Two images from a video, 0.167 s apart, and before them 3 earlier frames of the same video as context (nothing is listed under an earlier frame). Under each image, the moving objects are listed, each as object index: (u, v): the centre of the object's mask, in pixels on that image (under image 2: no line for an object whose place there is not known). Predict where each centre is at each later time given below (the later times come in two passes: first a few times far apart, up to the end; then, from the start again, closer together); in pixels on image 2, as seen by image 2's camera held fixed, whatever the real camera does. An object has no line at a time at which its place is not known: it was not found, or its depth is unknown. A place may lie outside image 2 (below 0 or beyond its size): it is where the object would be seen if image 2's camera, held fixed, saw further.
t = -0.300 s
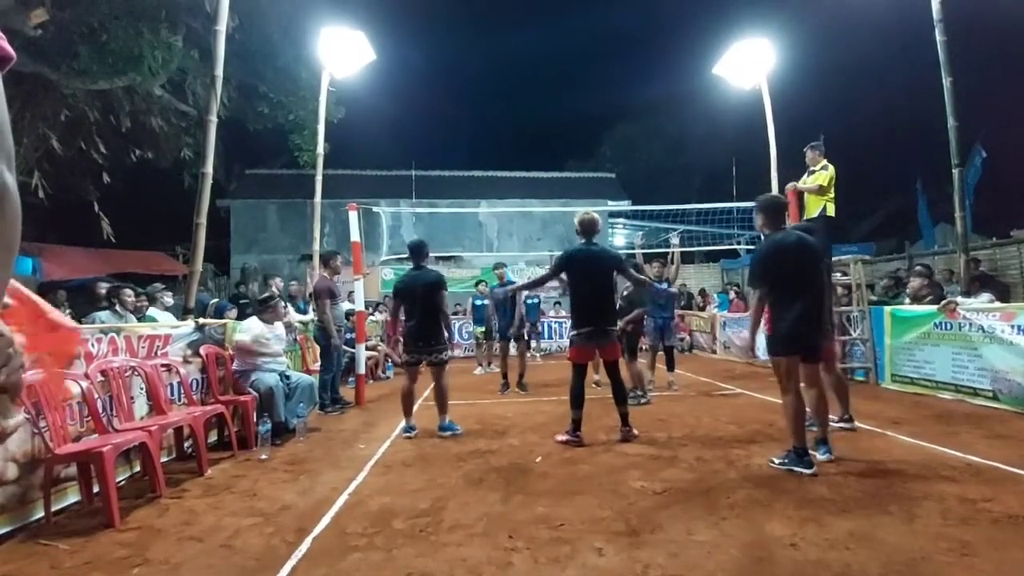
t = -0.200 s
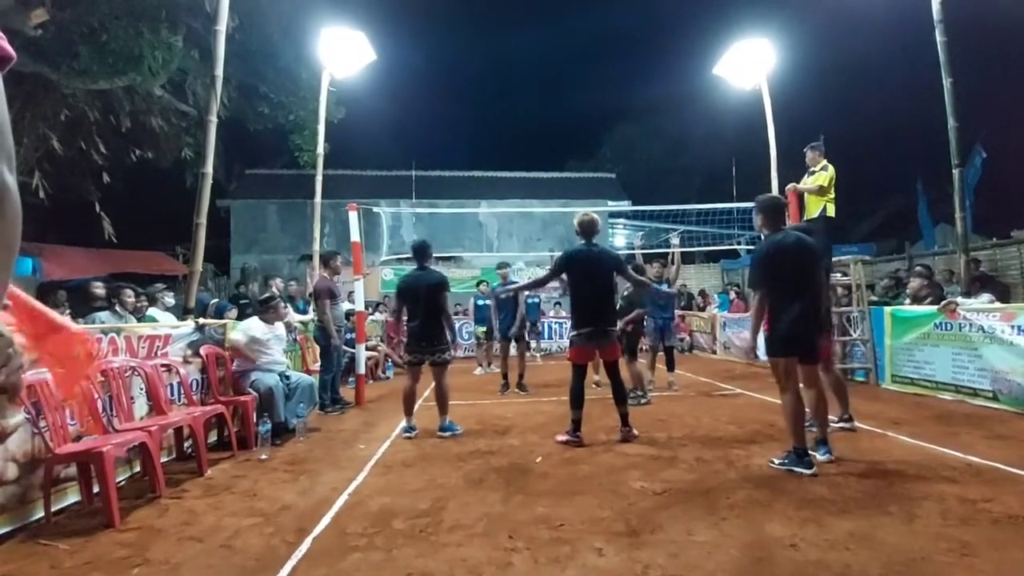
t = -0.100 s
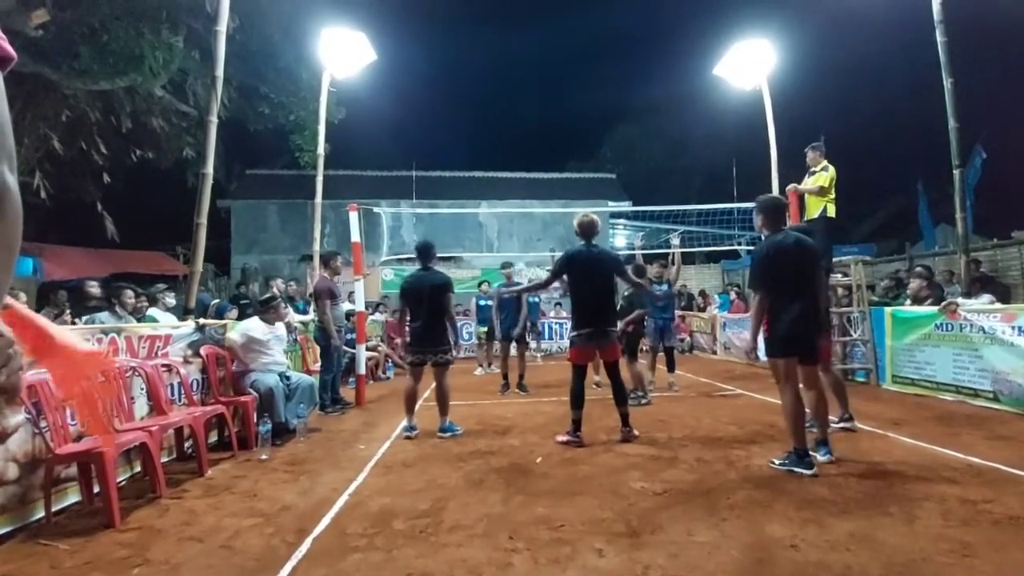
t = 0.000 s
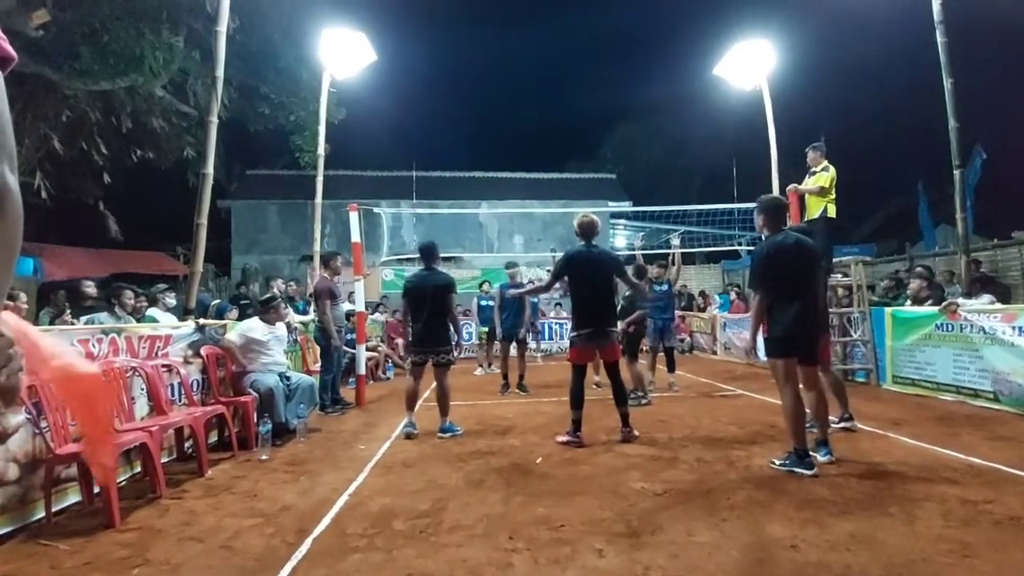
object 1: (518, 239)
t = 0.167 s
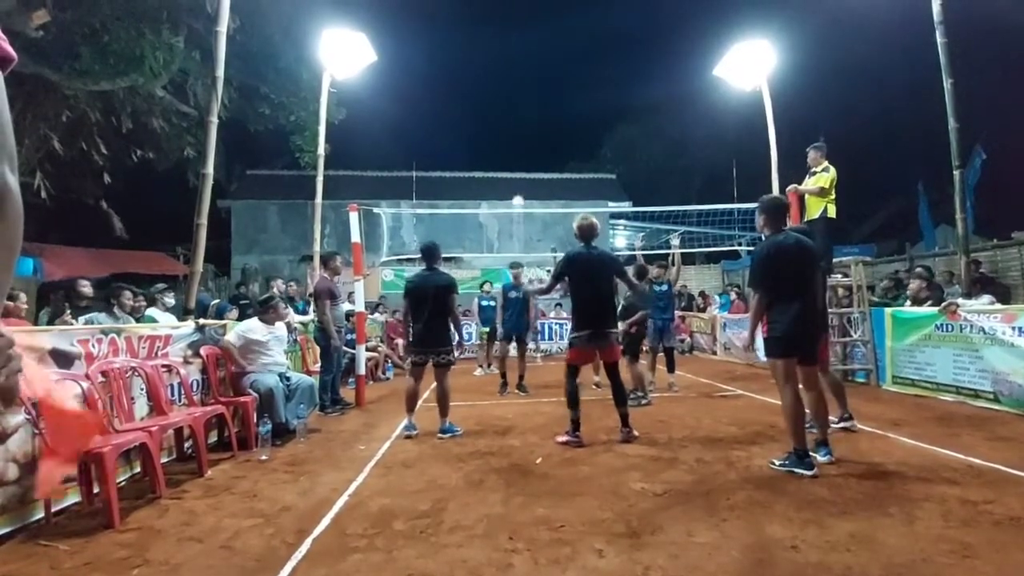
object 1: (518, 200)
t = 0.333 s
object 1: (518, 173)
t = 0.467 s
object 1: (518, 156)
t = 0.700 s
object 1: (522, 149)
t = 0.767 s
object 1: (525, 154)
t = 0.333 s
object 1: (518, 173)
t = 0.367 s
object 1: (518, 167)
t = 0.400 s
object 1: (518, 164)
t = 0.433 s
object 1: (518, 160)
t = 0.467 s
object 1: (518, 156)
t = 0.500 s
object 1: (520, 151)
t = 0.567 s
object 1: (520, 149)
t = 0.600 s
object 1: (520, 149)
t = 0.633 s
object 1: (521, 148)
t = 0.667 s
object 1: (522, 148)
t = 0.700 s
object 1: (522, 149)
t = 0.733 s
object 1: (524, 151)
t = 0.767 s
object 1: (525, 154)
